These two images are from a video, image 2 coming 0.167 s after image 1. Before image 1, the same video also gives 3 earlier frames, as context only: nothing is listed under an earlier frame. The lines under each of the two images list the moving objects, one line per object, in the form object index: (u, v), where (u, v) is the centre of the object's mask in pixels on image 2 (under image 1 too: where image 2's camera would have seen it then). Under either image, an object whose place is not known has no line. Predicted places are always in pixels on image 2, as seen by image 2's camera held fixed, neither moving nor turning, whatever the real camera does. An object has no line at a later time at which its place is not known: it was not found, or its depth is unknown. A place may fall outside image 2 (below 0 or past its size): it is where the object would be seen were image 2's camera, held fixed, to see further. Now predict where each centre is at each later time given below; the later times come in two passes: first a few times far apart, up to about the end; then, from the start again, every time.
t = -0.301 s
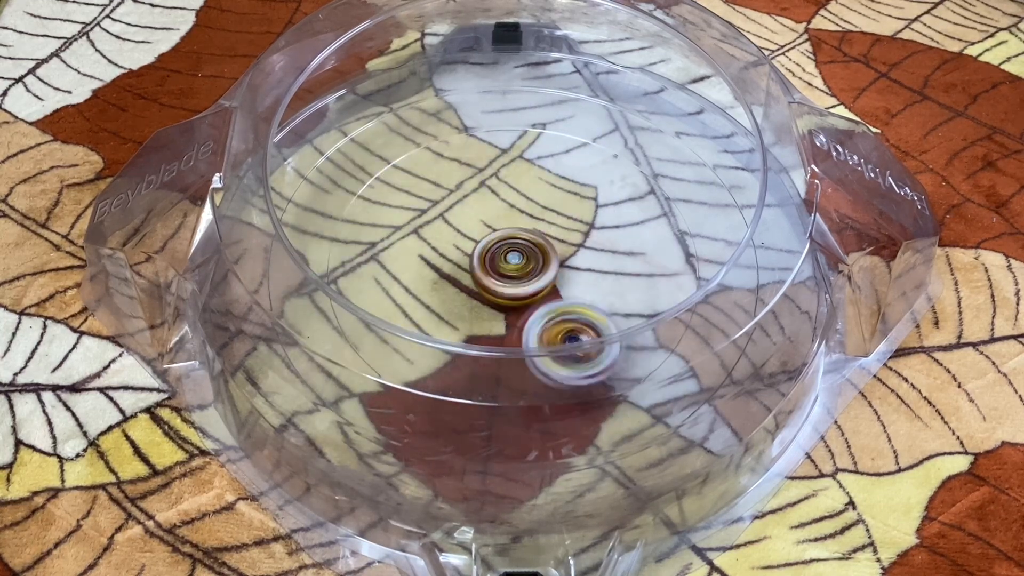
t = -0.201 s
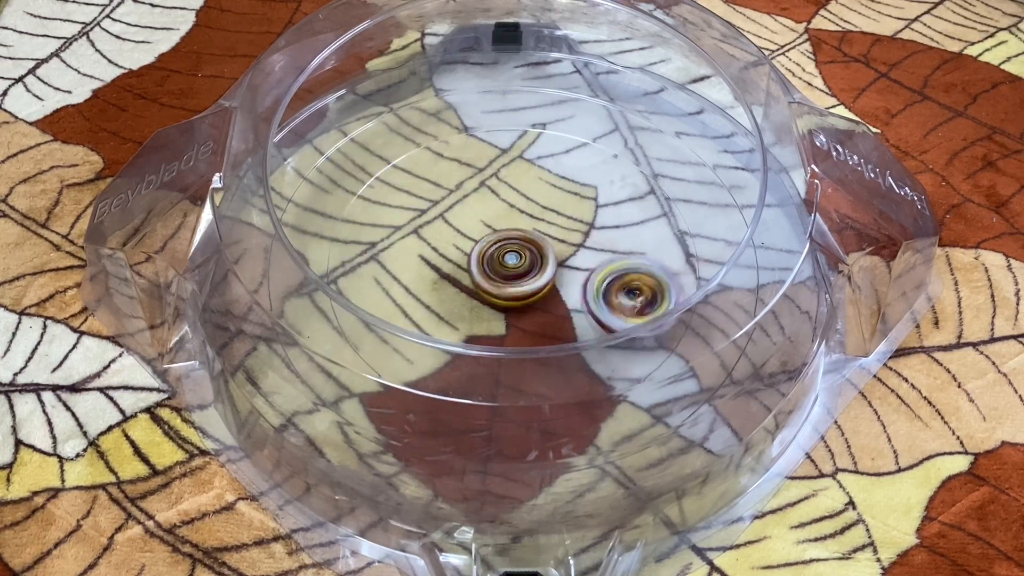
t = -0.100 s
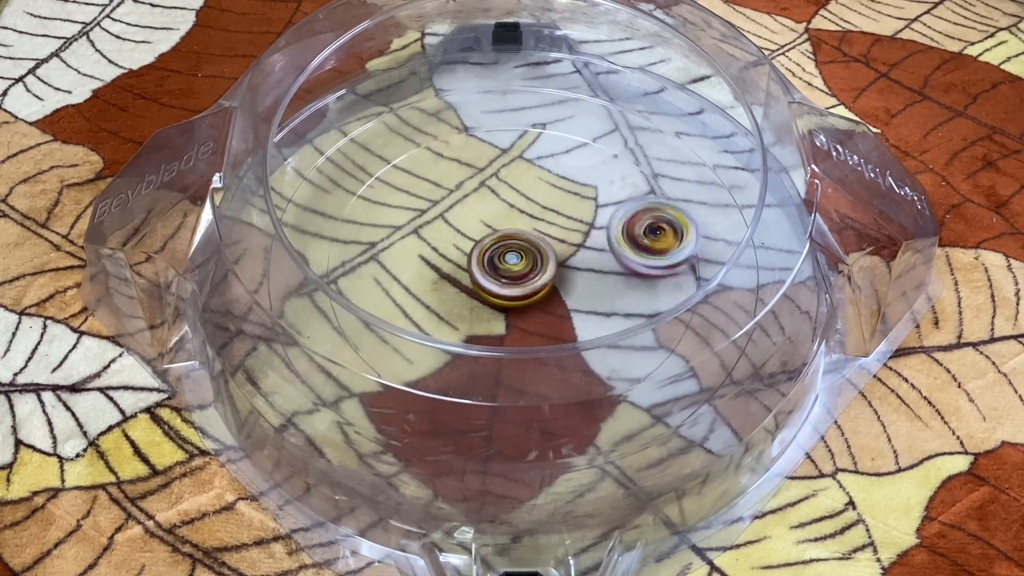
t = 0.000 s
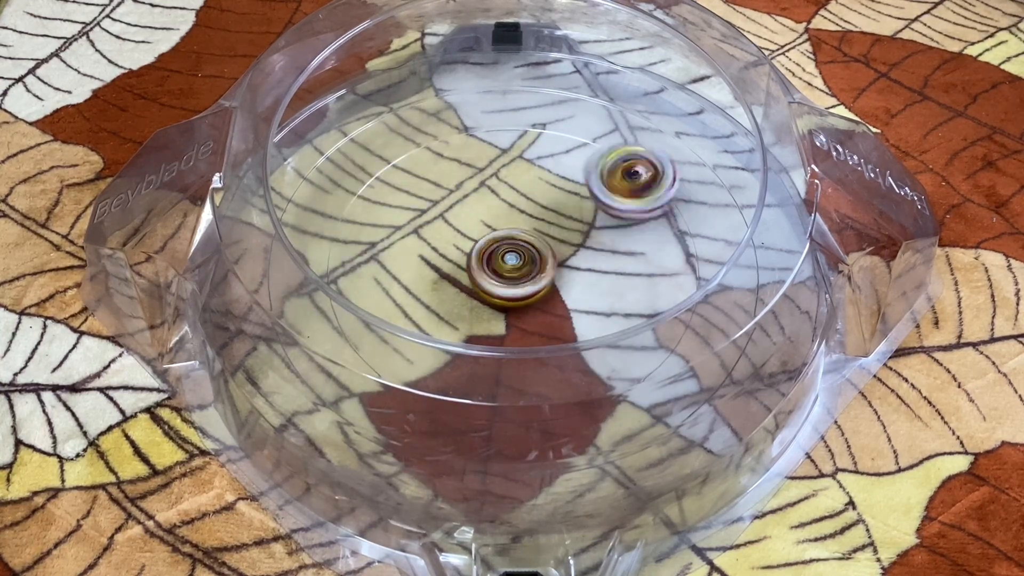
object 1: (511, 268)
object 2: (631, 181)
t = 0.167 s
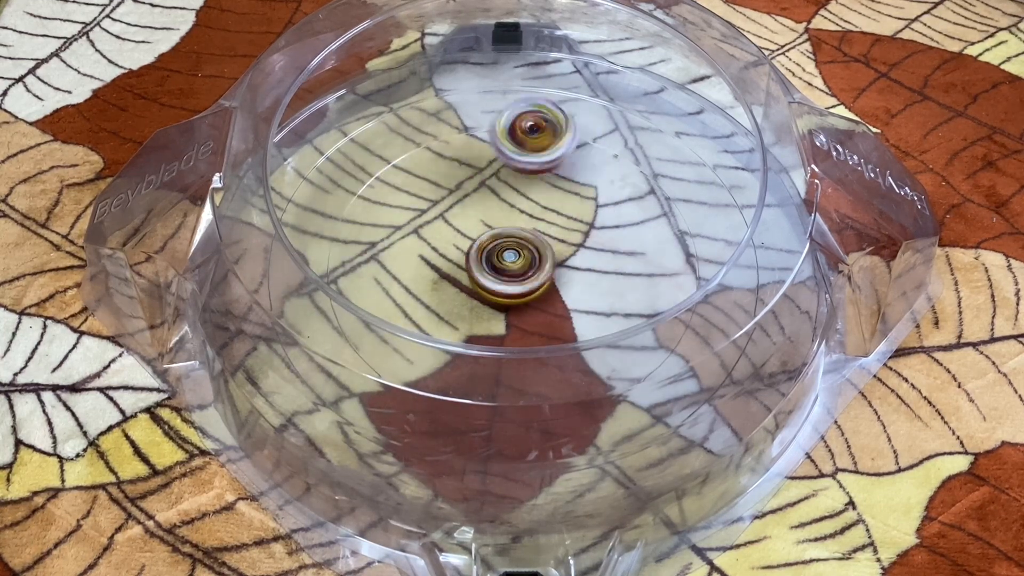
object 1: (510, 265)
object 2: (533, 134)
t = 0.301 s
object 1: (509, 263)
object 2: (444, 161)
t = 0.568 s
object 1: (507, 259)
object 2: (412, 307)
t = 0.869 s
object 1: (509, 257)
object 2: (618, 337)
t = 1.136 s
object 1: (515, 257)
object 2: (612, 194)
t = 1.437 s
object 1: (518, 259)
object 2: (418, 177)
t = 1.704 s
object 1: (518, 261)
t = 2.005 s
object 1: (515, 265)
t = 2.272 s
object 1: (513, 267)
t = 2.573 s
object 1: (511, 264)
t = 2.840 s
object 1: (510, 261)
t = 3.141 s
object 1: (512, 258)
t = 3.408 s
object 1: (514, 258)
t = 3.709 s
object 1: (517, 258)
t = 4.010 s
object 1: (517, 259)
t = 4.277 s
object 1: (516, 265)
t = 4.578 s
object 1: (513, 264)
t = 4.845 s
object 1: (512, 261)
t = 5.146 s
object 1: (512, 259)
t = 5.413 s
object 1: (504, 259)
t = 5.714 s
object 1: (498, 269)
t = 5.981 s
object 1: (537, 281)
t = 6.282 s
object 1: (582, 242)
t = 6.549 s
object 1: (584, 202)
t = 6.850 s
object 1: (556, 217)
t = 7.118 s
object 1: (562, 269)
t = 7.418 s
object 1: (516, 319)
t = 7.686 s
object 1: (486, 304)
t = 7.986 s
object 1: (478, 237)
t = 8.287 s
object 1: (514, 203)
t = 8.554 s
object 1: (548, 239)
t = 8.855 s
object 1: (514, 283)
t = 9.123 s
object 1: (464, 277)
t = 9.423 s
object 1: (469, 247)
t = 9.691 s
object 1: (497, 242)
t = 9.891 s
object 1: (515, 231)
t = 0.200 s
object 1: (510, 265)
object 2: (509, 136)
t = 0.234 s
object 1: (509, 264)
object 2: (486, 140)
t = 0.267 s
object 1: (509, 263)
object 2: (464, 150)
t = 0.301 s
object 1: (509, 263)
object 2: (444, 161)
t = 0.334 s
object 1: (508, 262)
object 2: (426, 175)
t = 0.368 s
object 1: (508, 262)
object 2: (410, 190)
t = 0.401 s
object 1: (507, 261)
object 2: (399, 210)
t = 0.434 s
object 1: (507, 261)
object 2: (393, 228)
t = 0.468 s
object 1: (507, 260)
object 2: (390, 250)
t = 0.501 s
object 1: (508, 260)
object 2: (391, 270)
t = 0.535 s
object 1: (508, 260)
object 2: (401, 289)
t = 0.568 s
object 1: (507, 259)
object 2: (412, 307)
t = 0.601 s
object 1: (507, 259)
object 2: (426, 327)
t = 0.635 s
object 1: (507, 259)
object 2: (445, 341)
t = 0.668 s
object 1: (507, 259)
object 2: (469, 355)
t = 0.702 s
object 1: (507, 258)
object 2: (495, 361)
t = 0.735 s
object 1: (507, 258)
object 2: (522, 365)
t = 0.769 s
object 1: (507, 258)
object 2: (547, 363)
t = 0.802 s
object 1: (507, 258)
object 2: (573, 360)
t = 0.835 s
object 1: (508, 258)
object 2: (594, 350)
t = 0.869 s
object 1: (509, 257)
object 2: (618, 337)
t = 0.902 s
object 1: (510, 257)
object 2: (632, 321)
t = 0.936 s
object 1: (510, 257)
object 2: (645, 303)
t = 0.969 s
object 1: (511, 256)
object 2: (647, 283)
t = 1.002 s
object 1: (512, 256)
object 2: (651, 267)
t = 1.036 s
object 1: (512, 256)
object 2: (647, 248)
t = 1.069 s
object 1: (513, 257)
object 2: (640, 227)
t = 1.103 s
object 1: (514, 257)
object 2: (627, 211)
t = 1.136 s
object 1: (515, 257)
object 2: (612, 194)
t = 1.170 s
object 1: (515, 257)
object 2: (593, 183)
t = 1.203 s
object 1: (516, 257)
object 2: (572, 171)
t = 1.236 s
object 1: (516, 257)
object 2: (551, 164)
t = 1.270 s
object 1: (517, 257)
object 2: (527, 159)
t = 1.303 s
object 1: (517, 258)
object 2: (505, 157)
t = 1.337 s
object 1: (518, 258)
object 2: (481, 158)
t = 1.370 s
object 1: (518, 258)
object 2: (459, 161)
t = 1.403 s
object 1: (518, 259)
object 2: (439, 168)
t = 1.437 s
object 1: (518, 259)
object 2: (418, 177)
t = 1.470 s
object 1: (518, 259)
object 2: (402, 190)
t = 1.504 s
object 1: (518, 259)
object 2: (387, 203)
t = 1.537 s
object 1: (518, 259)
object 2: (379, 221)
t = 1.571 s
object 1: (518, 260)
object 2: (373, 239)
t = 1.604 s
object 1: (518, 260)
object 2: (375, 257)
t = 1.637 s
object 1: (519, 260)
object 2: (382, 276)
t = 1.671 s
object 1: (519, 260)
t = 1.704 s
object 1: (518, 261)
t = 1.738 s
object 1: (518, 261)
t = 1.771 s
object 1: (518, 262)
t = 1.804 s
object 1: (517, 262)
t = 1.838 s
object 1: (517, 262)
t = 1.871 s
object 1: (517, 262)
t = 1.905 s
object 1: (516, 263)
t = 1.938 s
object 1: (516, 264)
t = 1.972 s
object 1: (516, 265)
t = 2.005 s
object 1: (515, 265)
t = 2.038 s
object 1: (515, 265)
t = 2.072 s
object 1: (515, 266)
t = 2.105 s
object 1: (515, 266)
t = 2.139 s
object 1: (515, 266)
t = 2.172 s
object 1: (514, 267)
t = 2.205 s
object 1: (514, 267)
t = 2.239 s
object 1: (514, 267)
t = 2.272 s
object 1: (513, 267)
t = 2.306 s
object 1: (513, 266)
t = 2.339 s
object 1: (513, 266)
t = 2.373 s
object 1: (513, 266)
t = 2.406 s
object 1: (512, 266)
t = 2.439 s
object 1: (512, 265)
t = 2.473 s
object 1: (512, 265)
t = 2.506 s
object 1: (512, 264)
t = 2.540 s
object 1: (511, 264)
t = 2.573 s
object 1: (511, 264)
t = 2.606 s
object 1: (511, 263)
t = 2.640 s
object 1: (511, 263)
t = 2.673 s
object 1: (511, 262)
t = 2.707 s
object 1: (510, 262)
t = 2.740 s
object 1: (510, 262)
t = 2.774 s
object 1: (509, 261)
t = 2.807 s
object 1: (510, 261)
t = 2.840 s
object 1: (510, 261)
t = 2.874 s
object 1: (510, 260)
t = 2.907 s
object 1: (510, 260)
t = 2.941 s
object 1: (510, 260)
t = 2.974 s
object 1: (511, 260)
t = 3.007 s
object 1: (511, 259)
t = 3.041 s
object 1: (511, 259)
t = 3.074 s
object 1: (512, 258)
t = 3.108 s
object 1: (512, 258)
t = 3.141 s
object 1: (512, 258)
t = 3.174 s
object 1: (512, 258)
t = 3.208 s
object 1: (512, 258)
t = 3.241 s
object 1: (513, 258)
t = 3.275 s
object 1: (513, 258)
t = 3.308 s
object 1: (514, 257)
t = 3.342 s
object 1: (514, 257)
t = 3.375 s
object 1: (514, 258)
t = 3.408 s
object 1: (514, 258)
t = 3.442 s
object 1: (515, 258)
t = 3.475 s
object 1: (515, 258)
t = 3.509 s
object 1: (516, 258)
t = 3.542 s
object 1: (516, 258)
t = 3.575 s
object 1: (517, 258)
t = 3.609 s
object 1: (517, 258)
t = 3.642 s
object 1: (517, 258)
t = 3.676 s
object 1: (517, 258)
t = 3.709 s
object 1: (517, 258)
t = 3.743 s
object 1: (517, 259)
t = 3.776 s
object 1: (517, 259)
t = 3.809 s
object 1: (517, 259)
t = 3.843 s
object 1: (516, 260)
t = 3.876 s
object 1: (516, 261)
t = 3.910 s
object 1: (517, 260)
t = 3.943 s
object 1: (518, 260)
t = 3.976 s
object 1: (518, 259)
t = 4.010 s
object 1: (517, 259)
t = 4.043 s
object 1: (516, 259)
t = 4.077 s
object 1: (515, 262)
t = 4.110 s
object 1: (516, 262)
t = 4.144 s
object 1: (516, 263)
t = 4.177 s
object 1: (516, 264)
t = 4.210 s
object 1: (516, 265)
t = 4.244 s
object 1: (516, 265)
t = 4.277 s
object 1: (516, 265)
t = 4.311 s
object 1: (515, 265)
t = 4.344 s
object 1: (515, 265)
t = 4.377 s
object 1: (514, 265)
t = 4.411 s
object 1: (514, 265)
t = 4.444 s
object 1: (514, 264)
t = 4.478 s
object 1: (513, 265)
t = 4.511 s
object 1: (513, 265)
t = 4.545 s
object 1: (513, 265)
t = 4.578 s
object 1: (513, 264)
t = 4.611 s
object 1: (513, 264)
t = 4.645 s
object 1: (512, 264)
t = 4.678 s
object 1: (512, 263)
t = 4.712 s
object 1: (511, 263)
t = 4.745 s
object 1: (511, 262)
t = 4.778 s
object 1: (512, 262)
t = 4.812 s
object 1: (512, 262)
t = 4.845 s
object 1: (512, 261)
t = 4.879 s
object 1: (512, 260)
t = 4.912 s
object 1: (512, 259)
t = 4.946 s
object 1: (511, 258)
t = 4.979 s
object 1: (510, 258)
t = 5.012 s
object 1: (510, 259)
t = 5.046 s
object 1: (510, 259)
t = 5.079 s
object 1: (511, 259)
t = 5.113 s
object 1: (511, 259)
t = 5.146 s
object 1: (512, 259)
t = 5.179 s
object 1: (511, 258)
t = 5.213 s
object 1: (511, 258)
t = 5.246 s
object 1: (512, 258)
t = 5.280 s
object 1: (513, 258)
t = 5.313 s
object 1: (513, 258)
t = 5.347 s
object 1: (512, 259)
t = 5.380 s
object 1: (507, 259)
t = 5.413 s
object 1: (504, 259)
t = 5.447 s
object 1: (501, 260)
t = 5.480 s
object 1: (500, 260)
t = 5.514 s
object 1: (498, 260)
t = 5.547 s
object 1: (497, 261)
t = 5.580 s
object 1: (496, 262)
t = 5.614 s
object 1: (495, 264)
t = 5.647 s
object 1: (495, 265)
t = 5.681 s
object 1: (496, 265)
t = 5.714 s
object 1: (498, 269)
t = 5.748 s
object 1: (502, 274)
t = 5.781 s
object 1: (505, 277)
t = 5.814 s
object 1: (508, 280)
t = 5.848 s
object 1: (511, 280)
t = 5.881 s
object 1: (514, 280)
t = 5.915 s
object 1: (518, 280)
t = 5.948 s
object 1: (524, 280)
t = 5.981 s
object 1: (537, 281)
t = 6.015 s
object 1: (545, 280)
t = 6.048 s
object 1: (553, 277)
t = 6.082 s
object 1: (557, 275)
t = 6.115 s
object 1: (563, 272)
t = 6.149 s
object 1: (571, 265)
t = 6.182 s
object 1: (576, 259)
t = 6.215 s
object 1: (578, 253)
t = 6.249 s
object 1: (580, 249)
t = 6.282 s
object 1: (582, 242)
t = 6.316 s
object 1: (583, 236)
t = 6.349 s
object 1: (581, 232)
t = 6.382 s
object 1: (580, 229)
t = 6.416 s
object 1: (576, 227)
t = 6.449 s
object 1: (578, 222)
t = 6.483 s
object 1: (583, 214)
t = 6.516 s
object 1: (584, 208)
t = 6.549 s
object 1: (584, 202)
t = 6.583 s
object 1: (583, 201)
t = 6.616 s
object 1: (580, 200)
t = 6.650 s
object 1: (576, 200)
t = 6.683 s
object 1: (574, 202)
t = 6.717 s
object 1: (571, 203)
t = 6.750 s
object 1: (567, 205)
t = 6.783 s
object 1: (561, 208)
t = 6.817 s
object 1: (555, 212)
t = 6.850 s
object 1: (556, 217)
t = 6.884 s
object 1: (570, 224)
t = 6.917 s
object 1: (577, 233)
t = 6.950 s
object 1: (581, 239)
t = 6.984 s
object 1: (578, 245)
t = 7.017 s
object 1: (576, 251)
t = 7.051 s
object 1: (572, 257)
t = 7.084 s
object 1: (567, 264)
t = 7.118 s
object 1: (562, 269)
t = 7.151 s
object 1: (554, 277)
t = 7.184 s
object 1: (549, 282)
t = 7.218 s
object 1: (542, 288)
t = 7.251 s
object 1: (534, 294)
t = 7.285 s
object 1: (526, 297)
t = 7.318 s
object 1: (518, 301)
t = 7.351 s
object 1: (514, 308)
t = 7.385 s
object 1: (516, 316)
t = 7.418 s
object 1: (516, 319)
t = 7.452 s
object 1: (511, 319)
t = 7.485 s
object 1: (506, 319)
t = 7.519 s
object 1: (501, 319)
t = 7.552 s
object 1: (498, 318)
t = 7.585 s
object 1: (493, 316)
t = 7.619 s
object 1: (491, 313)
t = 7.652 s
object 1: (488, 309)
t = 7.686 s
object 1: (486, 304)
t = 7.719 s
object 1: (485, 296)
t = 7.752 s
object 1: (485, 290)
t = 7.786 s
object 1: (485, 282)
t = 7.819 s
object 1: (484, 275)
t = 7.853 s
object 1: (484, 268)
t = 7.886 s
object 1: (482, 260)
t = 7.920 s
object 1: (481, 253)
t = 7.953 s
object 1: (478, 244)
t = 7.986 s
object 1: (478, 237)
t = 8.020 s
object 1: (479, 231)
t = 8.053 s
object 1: (480, 226)
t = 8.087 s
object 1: (482, 220)
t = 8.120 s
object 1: (485, 215)
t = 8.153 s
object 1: (490, 210)
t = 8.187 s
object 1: (495, 207)
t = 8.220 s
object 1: (502, 205)
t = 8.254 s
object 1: (508, 203)
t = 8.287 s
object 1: (514, 203)
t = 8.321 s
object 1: (520, 204)
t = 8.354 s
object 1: (526, 207)
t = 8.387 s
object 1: (531, 209)
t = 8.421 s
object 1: (536, 214)
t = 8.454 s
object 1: (540, 220)
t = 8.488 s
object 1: (544, 226)
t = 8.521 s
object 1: (546, 233)
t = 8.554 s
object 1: (548, 239)
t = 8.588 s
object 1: (546, 246)
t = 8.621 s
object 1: (546, 252)
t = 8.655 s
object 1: (544, 260)
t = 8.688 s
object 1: (540, 265)
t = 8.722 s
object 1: (535, 270)
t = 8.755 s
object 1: (531, 274)
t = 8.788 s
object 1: (526, 279)
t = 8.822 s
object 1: (519, 281)
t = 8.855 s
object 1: (514, 283)
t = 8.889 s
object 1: (506, 285)
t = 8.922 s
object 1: (499, 286)
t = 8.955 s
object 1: (490, 286)
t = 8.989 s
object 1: (483, 286)
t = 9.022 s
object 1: (480, 284)
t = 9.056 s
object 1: (474, 283)
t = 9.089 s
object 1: (470, 282)
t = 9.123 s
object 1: (464, 277)
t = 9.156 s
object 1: (462, 273)
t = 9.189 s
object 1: (462, 270)
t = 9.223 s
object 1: (463, 267)
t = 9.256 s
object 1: (461, 263)
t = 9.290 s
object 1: (461, 259)
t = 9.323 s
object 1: (462, 255)
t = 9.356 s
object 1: (461, 252)
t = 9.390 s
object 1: (463, 250)
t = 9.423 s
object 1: (469, 247)
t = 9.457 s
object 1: (475, 248)
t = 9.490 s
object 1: (479, 250)
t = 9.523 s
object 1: (480, 248)
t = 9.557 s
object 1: (481, 243)
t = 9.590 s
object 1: (485, 241)
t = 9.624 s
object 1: (489, 241)
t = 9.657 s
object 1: (492, 241)
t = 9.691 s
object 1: (497, 242)
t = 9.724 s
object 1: (500, 239)
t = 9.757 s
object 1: (504, 239)
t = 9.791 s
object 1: (507, 237)
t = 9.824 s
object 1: (509, 236)
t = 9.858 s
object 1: (512, 234)
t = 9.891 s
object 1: (515, 231)
